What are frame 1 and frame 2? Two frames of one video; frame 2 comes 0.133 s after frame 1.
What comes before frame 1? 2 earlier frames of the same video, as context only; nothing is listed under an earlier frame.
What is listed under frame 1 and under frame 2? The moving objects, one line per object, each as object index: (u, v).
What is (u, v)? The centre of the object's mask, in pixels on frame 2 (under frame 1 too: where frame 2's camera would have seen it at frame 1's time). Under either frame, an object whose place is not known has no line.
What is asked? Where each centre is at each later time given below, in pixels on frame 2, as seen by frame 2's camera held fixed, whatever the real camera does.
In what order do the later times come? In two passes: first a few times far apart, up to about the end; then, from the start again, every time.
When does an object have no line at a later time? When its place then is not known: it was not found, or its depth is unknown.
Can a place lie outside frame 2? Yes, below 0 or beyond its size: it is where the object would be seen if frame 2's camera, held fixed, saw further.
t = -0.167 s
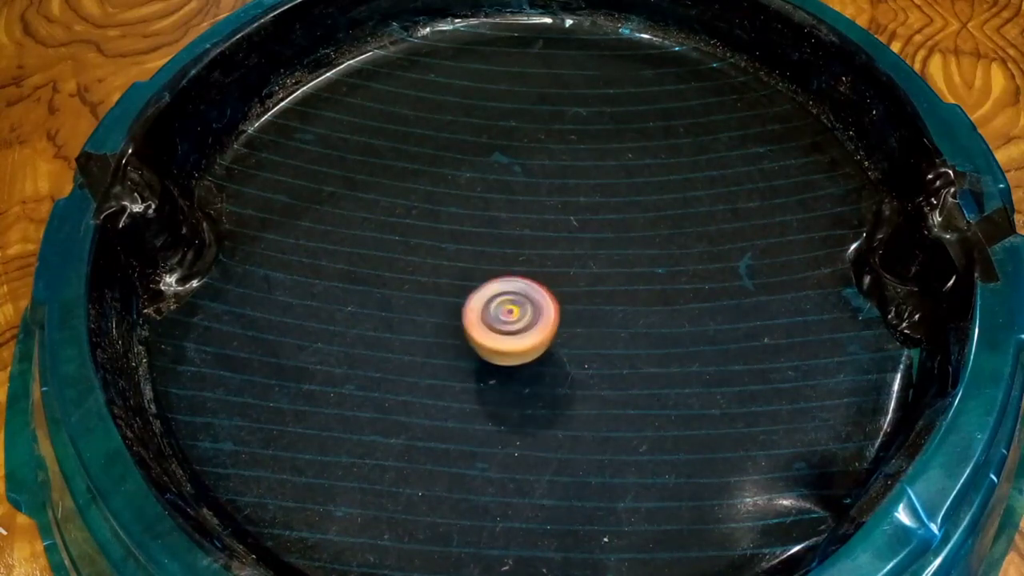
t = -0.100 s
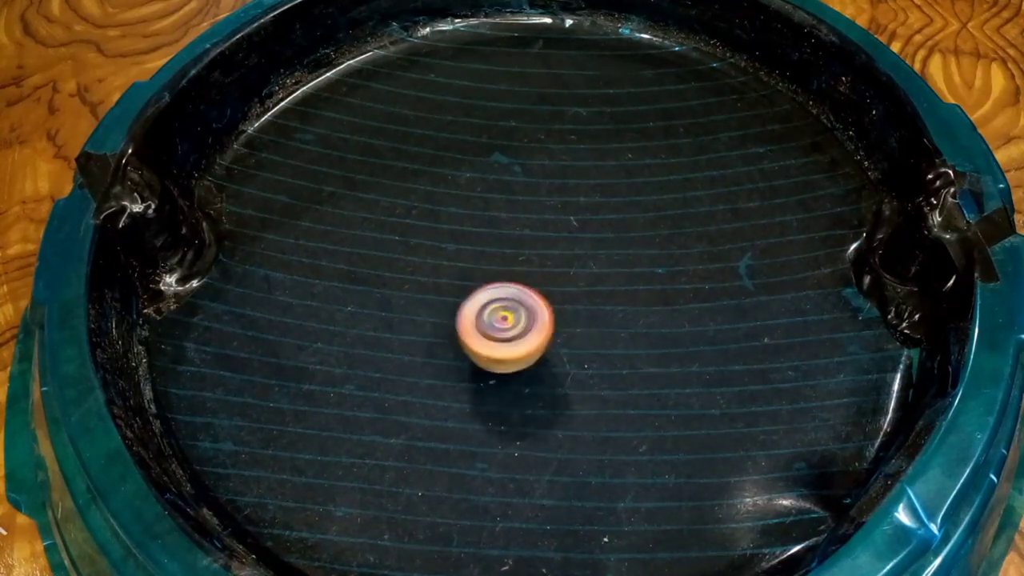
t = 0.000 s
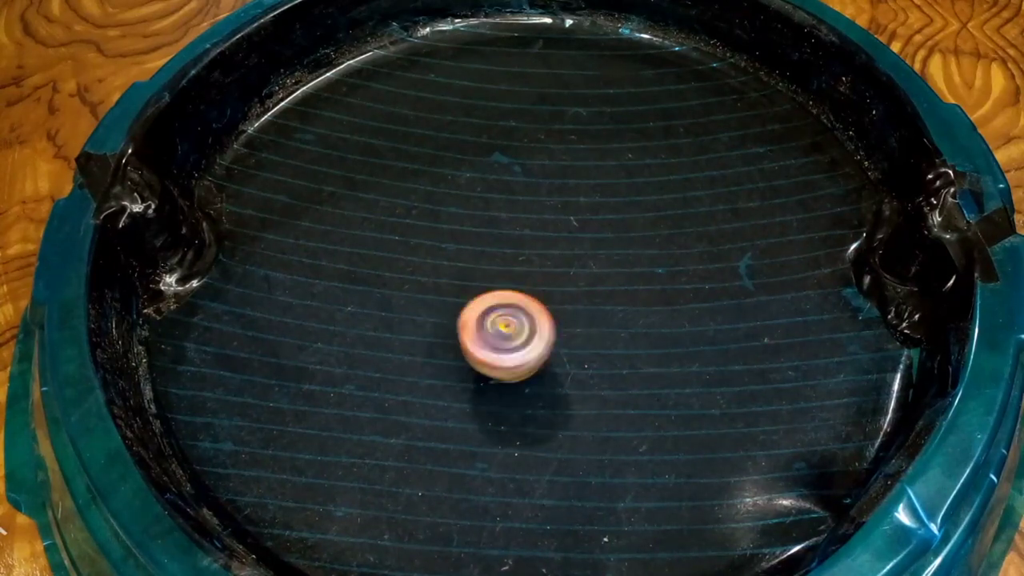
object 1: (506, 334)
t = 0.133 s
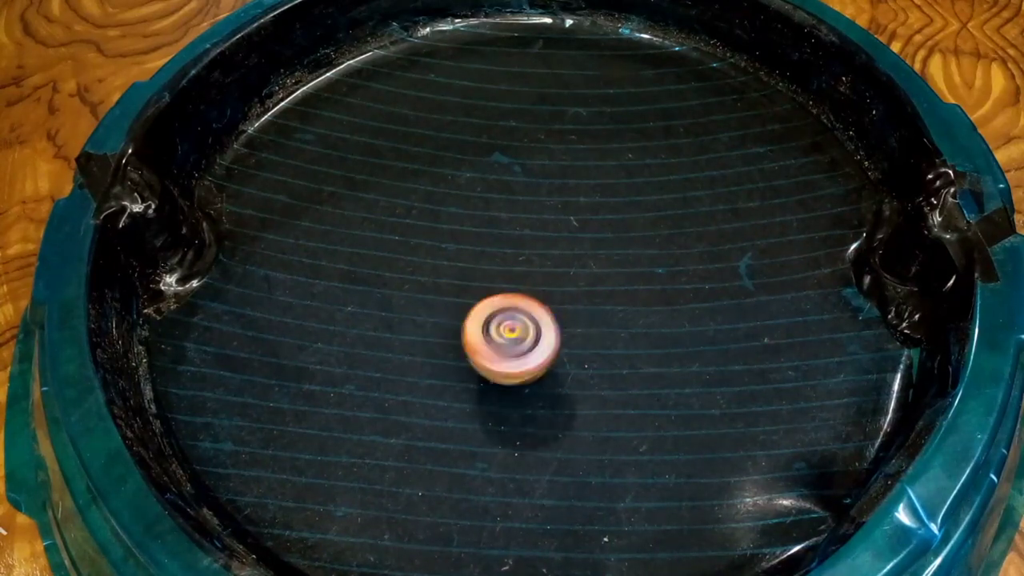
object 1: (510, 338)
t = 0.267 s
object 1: (517, 340)
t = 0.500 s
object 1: (528, 339)
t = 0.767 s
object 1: (526, 332)
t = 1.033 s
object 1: (520, 328)
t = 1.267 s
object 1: (516, 326)
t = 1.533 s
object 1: (515, 325)
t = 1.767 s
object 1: (515, 328)
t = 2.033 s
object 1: (517, 334)
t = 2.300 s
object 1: (523, 336)
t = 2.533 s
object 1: (522, 331)
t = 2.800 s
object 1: (520, 331)
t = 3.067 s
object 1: (522, 331)
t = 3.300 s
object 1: (522, 332)
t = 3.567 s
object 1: (522, 332)
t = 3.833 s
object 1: (523, 330)
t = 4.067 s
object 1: (517, 328)
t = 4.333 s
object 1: (518, 332)
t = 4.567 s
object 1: (521, 332)
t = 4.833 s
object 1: (521, 333)
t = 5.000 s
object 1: (524, 335)
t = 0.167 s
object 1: (512, 338)
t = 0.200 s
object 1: (514, 339)
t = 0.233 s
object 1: (514, 339)
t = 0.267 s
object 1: (517, 340)
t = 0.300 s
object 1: (517, 340)
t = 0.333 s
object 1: (521, 341)
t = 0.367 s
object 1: (520, 340)
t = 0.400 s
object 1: (523, 339)
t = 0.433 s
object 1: (524, 339)
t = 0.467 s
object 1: (526, 339)
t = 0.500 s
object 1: (528, 339)
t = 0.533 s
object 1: (528, 339)
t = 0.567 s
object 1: (528, 338)
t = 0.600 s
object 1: (526, 336)
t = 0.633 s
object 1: (528, 335)
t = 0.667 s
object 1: (526, 335)
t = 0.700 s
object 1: (527, 334)
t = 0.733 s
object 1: (526, 333)
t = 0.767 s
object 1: (526, 332)
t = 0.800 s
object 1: (526, 331)
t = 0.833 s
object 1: (525, 330)
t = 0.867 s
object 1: (525, 330)
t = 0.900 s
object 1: (523, 330)
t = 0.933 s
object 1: (522, 329)
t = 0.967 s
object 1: (520, 328)
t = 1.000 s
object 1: (520, 328)
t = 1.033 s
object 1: (520, 328)
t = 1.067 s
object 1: (519, 328)
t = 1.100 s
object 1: (519, 328)
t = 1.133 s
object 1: (517, 327)
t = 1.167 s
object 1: (518, 327)
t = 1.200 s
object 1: (516, 327)
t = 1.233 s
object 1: (517, 326)
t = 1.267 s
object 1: (516, 326)
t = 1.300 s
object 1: (516, 325)
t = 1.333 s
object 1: (516, 325)
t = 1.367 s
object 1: (515, 325)
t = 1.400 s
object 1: (516, 325)
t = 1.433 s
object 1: (515, 325)
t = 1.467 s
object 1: (515, 325)
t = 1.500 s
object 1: (516, 325)
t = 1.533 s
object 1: (515, 325)
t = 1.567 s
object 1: (516, 326)
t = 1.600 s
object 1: (515, 326)
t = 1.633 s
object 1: (516, 326)
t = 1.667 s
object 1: (515, 327)
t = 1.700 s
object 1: (515, 327)
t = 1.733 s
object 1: (516, 328)
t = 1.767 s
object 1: (515, 328)
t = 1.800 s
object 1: (516, 330)
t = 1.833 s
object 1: (515, 330)
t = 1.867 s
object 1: (516, 330)
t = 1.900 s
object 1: (516, 331)
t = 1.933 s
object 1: (516, 332)
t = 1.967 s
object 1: (517, 333)
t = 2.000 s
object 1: (516, 333)
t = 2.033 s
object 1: (517, 334)
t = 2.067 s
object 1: (518, 334)
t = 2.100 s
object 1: (517, 334)
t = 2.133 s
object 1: (519, 335)
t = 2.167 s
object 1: (518, 336)
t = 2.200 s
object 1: (520, 336)
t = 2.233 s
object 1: (520, 336)
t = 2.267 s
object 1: (521, 336)
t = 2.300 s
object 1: (523, 336)
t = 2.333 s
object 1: (524, 336)
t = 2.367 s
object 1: (525, 335)
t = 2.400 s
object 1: (524, 335)
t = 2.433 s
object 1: (523, 333)
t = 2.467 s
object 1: (524, 332)
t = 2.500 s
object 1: (522, 331)
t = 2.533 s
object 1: (522, 331)
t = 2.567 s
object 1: (521, 330)
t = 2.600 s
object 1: (521, 330)
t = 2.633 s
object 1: (521, 330)
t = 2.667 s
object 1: (520, 331)
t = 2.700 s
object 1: (519, 331)
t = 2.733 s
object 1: (520, 330)
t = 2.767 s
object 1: (519, 330)
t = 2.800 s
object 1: (520, 331)
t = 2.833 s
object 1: (518, 331)
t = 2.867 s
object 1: (519, 330)
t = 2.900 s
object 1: (521, 330)
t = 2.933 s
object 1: (519, 330)
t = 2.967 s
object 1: (520, 331)
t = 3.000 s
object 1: (521, 331)
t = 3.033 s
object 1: (521, 331)
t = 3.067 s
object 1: (522, 331)
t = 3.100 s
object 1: (520, 331)
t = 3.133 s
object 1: (521, 330)
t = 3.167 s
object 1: (522, 331)
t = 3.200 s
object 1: (521, 331)
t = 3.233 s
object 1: (521, 332)
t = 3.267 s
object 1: (521, 332)
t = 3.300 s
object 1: (522, 332)
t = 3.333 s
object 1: (522, 333)
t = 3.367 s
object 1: (521, 334)
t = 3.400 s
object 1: (522, 334)
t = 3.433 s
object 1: (524, 334)
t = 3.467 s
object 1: (523, 334)
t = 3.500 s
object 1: (522, 334)
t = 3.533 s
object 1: (520, 333)
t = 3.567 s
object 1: (522, 332)
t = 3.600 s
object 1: (524, 332)
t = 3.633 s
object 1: (523, 332)
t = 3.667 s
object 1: (519, 331)
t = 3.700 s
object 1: (521, 329)
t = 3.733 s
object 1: (524, 331)
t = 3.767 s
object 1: (520, 331)
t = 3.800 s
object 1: (522, 329)
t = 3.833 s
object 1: (523, 330)
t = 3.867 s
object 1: (518, 330)
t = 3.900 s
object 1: (521, 329)
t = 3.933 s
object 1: (520, 329)
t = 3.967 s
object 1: (517, 328)
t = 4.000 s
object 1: (522, 328)
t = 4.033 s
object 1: (520, 329)
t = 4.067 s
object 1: (517, 328)
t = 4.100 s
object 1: (521, 328)
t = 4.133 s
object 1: (519, 330)
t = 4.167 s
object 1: (517, 329)
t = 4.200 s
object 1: (521, 330)
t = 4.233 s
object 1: (518, 331)
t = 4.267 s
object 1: (517, 330)
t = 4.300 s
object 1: (521, 331)
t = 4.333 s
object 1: (518, 332)
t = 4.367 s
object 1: (518, 331)
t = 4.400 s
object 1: (521, 332)
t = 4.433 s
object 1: (518, 333)
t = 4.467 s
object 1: (520, 332)
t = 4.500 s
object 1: (523, 333)
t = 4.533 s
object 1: (520, 333)
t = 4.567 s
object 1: (521, 332)
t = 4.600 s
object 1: (524, 333)
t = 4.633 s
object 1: (521, 334)
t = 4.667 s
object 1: (521, 332)
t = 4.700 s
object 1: (524, 333)
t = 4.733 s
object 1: (520, 334)
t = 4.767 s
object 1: (520, 331)
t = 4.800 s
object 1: (522, 332)
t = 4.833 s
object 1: (521, 333)
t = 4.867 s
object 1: (520, 333)
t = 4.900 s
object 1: (520, 334)
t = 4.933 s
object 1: (518, 334)
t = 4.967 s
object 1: (521, 333)
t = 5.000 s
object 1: (524, 335)
